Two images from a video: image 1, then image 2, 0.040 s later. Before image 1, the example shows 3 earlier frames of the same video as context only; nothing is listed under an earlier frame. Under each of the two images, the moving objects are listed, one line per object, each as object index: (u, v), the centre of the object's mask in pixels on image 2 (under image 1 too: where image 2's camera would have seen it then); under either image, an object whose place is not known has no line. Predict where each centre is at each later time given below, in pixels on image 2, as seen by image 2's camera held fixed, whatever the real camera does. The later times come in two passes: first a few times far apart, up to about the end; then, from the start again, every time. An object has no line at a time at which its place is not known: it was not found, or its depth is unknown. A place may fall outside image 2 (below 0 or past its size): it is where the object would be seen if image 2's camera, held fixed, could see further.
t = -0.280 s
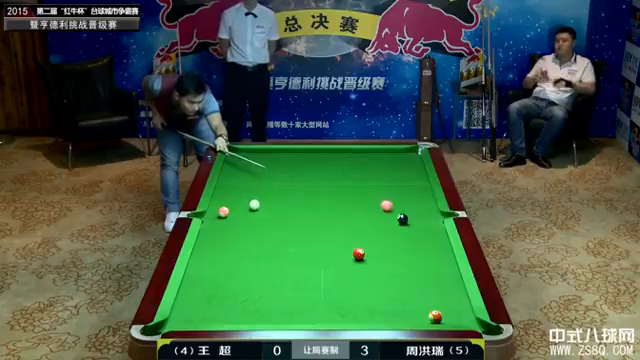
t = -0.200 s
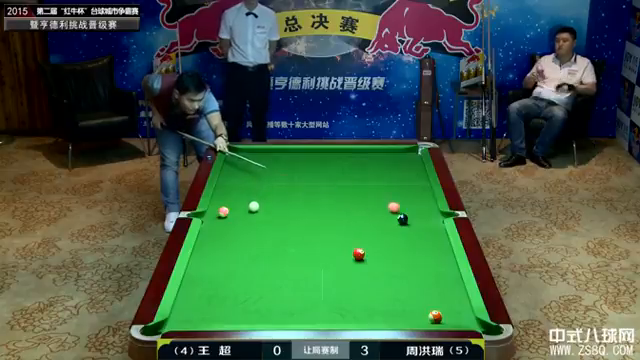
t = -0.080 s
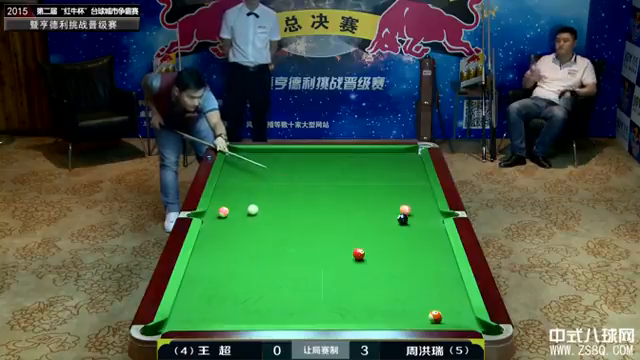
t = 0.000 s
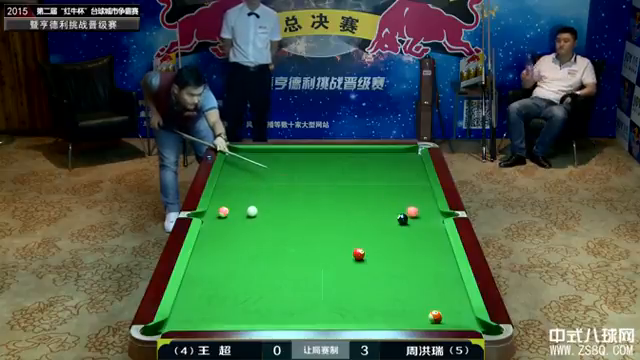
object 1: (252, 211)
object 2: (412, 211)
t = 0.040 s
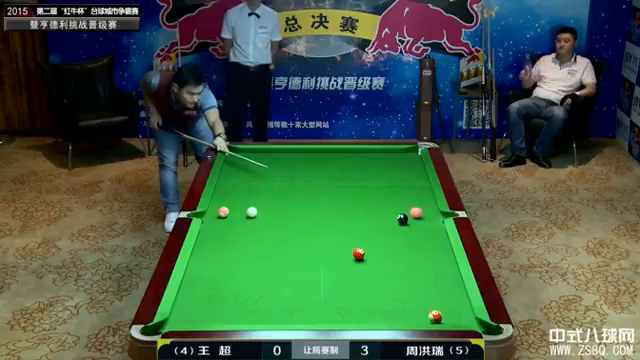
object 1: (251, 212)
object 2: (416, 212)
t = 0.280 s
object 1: (250, 217)
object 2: (437, 217)
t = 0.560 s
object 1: (248, 223)
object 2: (436, 214)
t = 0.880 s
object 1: (246, 229)
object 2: (428, 209)
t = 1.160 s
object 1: (245, 234)
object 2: (422, 205)
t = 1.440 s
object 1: (243, 239)
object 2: (417, 202)
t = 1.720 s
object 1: (241, 243)
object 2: (413, 199)
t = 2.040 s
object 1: (239, 248)
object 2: (409, 196)
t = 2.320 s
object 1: (238, 252)
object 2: (405, 194)
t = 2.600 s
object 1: (237, 255)
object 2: (403, 193)
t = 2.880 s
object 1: (236, 258)
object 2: (401, 191)
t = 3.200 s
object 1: (234, 260)
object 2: (400, 190)
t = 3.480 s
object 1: (234, 262)
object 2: (399, 189)
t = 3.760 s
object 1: (233, 263)
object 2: (398, 188)
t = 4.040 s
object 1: (233, 264)
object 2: (398, 188)
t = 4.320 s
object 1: (233, 264)
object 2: (398, 188)
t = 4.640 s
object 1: (233, 264)
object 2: (398, 188)
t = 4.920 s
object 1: (233, 264)
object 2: (398, 188)
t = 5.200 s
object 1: (233, 264)
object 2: (398, 188)
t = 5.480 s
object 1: (233, 264)
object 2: (398, 188)
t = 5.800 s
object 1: (233, 264)
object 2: (398, 188)
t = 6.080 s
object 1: (233, 264)
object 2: (398, 188)
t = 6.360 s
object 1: (233, 264)
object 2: (398, 188)
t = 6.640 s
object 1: (233, 264)
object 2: (399, 188)
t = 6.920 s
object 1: (233, 264)
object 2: (398, 188)
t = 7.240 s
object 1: (233, 264)
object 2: (398, 188)
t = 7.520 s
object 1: (233, 264)
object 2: (398, 188)
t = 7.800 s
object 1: (233, 264)
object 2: (398, 188)
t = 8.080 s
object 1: (233, 264)
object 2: (398, 188)
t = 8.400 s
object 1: (233, 264)
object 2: (398, 188)
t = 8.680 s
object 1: (233, 264)
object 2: (398, 188)
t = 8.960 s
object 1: (233, 264)
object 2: (398, 188)
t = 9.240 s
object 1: (233, 264)
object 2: (399, 188)
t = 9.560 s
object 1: (233, 264)
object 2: (399, 188)
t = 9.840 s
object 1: (233, 264)
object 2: (399, 188)
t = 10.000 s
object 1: (233, 264)
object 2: (399, 188)
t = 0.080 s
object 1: (251, 213)
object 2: (419, 213)
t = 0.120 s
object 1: (251, 213)
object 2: (423, 214)
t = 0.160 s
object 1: (250, 214)
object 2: (427, 215)
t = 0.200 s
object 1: (250, 215)
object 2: (430, 216)
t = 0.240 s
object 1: (250, 216)
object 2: (434, 217)
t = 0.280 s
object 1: (250, 217)
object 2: (437, 217)
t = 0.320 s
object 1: (249, 218)
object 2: (440, 218)
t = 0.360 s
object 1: (249, 219)
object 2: (440, 218)
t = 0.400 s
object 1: (249, 219)
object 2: (439, 217)
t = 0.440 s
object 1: (249, 220)
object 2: (438, 216)
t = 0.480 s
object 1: (248, 221)
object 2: (437, 216)
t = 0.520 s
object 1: (248, 222)
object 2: (436, 215)
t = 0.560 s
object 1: (248, 223)
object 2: (436, 214)
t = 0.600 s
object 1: (248, 224)
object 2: (434, 214)
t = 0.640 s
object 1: (247, 224)
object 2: (433, 213)
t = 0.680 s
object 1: (247, 225)
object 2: (432, 213)
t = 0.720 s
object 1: (247, 226)
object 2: (431, 212)
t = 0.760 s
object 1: (247, 227)
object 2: (430, 211)
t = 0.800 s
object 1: (246, 228)
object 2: (429, 211)
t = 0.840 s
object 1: (246, 228)
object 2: (429, 210)
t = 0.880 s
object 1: (246, 229)
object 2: (428, 209)
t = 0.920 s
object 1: (246, 230)
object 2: (427, 209)
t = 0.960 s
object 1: (246, 231)
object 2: (426, 208)
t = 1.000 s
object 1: (245, 231)
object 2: (425, 208)
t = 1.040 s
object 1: (245, 232)
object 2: (424, 207)
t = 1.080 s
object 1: (245, 233)
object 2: (424, 206)
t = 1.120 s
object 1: (245, 234)
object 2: (423, 206)
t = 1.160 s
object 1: (245, 234)
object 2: (422, 205)
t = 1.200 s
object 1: (244, 235)
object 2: (421, 205)
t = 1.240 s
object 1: (244, 236)
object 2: (421, 204)
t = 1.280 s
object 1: (244, 236)
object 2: (420, 204)
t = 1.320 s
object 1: (244, 237)
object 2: (419, 203)
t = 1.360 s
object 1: (243, 238)
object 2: (418, 203)
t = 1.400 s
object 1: (243, 238)
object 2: (418, 202)
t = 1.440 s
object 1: (243, 239)
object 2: (417, 202)
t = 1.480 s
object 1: (243, 240)
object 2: (416, 201)
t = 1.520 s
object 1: (242, 240)
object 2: (416, 201)
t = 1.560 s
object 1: (242, 241)
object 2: (415, 201)
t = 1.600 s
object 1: (242, 242)
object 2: (415, 200)
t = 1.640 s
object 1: (242, 242)
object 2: (414, 200)
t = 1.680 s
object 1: (242, 243)
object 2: (413, 199)
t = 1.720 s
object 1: (241, 243)
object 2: (413, 199)
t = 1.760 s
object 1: (241, 244)
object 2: (412, 199)
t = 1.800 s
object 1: (241, 245)
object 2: (411, 198)
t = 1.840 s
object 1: (241, 245)
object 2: (411, 198)
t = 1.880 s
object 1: (240, 246)
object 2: (411, 197)
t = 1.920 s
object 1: (240, 246)
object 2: (410, 197)
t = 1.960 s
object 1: (240, 247)
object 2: (410, 197)
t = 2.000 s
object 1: (239, 248)
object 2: (409, 196)
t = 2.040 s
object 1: (239, 248)
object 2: (409, 196)
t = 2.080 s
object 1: (239, 249)
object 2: (408, 196)
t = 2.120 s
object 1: (239, 249)
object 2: (408, 196)
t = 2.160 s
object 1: (239, 250)
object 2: (407, 195)
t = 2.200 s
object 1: (238, 250)
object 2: (407, 195)
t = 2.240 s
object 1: (238, 251)
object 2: (406, 195)
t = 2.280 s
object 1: (238, 251)
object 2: (406, 194)
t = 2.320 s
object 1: (238, 252)
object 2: (405, 194)
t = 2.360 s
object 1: (237, 252)
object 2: (405, 194)
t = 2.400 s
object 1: (237, 253)
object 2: (405, 194)
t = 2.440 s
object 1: (237, 253)
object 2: (404, 194)
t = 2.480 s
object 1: (237, 254)
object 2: (404, 193)
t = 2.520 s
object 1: (237, 254)
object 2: (403, 193)
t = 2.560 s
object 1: (237, 255)
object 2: (403, 193)
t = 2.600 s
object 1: (237, 255)
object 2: (403, 193)
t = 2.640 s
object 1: (236, 256)
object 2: (403, 192)
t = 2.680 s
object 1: (236, 256)
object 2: (402, 192)
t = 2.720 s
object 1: (236, 257)
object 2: (402, 192)
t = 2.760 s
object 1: (236, 257)
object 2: (402, 192)
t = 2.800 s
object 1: (236, 257)
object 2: (402, 192)
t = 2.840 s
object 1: (236, 257)
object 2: (401, 191)
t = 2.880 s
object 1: (236, 258)
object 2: (401, 191)
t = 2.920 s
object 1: (236, 258)
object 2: (401, 191)
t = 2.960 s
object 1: (235, 259)
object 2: (400, 191)
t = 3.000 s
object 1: (235, 259)
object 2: (400, 191)
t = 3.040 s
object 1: (235, 259)
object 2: (400, 191)
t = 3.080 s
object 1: (235, 260)
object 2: (400, 190)
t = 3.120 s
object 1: (235, 260)
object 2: (400, 190)
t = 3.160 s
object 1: (235, 260)
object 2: (400, 190)
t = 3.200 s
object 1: (234, 260)
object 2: (400, 190)
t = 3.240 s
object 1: (234, 261)
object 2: (399, 190)
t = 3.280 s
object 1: (234, 261)
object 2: (399, 190)
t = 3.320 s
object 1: (234, 261)
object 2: (399, 189)
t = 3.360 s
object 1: (234, 261)
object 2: (399, 189)
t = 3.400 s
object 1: (234, 262)
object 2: (399, 189)
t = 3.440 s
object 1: (234, 262)
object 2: (399, 189)
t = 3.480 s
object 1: (234, 262)
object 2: (399, 189)
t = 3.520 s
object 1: (234, 262)
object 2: (399, 189)
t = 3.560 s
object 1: (233, 263)
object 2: (399, 189)
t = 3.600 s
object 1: (233, 263)
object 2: (399, 189)
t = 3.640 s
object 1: (233, 263)
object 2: (399, 189)
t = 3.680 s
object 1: (233, 263)
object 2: (399, 189)
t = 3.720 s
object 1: (233, 263)
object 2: (399, 189)
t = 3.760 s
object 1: (233, 263)
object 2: (398, 188)
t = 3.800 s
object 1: (233, 263)
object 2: (398, 188)
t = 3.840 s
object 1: (233, 264)
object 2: (398, 188)
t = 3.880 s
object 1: (233, 264)
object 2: (398, 188)
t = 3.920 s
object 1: (233, 264)
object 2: (398, 188)
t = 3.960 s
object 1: (233, 264)
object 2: (398, 188)
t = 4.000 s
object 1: (233, 264)
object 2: (398, 188)
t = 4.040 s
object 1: (233, 264)
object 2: (398, 188)
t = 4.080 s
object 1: (233, 264)
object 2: (398, 188)
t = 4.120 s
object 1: (233, 264)
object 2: (398, 188)
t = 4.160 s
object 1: (233, 264)
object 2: (398, 188)
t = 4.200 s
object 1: (233, 264)
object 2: (398, 188)
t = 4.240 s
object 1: (233, 264)
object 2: (398, 188)
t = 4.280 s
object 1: (233, 264)
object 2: (398, 188)
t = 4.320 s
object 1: (233, 264)
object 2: (398, 188)
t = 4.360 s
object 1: (233, 264)
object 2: (398, 188)
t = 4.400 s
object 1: (233, 264)
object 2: (398, 188)
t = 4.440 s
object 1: (233, 264)
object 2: (398, 188)
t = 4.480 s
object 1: (233, 264)
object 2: (398, 188)
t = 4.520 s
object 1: (233, 264)
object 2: (398, 188)
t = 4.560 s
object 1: (233, 264)
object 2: (398, 188)
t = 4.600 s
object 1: (233, 264)
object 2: (398, 188)
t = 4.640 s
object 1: (233, 264)
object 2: (398, 188)
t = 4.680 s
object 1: (233, 264)
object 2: (398, 188)
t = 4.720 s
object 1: (233, 264)
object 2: (398, 188)
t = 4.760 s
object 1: (233, 264)
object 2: (398, 188)
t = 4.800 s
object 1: (233, 264)
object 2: (398, 188)
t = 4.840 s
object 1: (233, 264)
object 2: (398, 188)
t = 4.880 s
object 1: (233, 264)
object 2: (398, 188)
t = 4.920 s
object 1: (233, 264)
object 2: (398, 188)
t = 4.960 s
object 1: (233, 264)
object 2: (398, 188)
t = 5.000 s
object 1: (233, 264)
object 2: (398, 188)
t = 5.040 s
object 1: (234, 264)
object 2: (398, 188)
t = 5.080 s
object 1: (233, 264)
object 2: (398, 188)
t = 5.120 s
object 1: (233, 264)
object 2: (398, 188)
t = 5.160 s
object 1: (233, 264)
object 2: (398, 188)
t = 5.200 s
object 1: (233, 264)
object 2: (398, 188)
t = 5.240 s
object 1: (233, 264)
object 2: (398, 188)
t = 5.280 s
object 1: (233, 264)
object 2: (398, 188)
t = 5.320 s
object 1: (233, 264)
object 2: (398, 188)
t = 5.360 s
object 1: (233, 264)
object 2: (398, 188)
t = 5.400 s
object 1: (233, 264)
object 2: (398, 188)
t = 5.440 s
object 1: (233, 264)
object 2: (398, 188)
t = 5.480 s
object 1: (233, 264)
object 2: (398, 188)
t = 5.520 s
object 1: (233, 264)
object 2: (398, 188)
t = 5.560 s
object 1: (233, 264)
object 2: (398, 188)
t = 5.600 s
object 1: (233, 264)
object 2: (398, 188)
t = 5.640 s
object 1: (233, 264)
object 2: (398, 188)
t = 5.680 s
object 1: (233, 264)
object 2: (398, 188)
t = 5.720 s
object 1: (233, 264)
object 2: (398, 188)
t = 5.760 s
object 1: (233, 264)
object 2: (398, 188)
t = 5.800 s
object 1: (233, 264)
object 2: (398, 188)
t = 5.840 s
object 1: (233, 264)
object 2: (398, 188)
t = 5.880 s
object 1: (233, 264)
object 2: (398, 188)
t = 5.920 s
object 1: (233, 264)
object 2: (398, 188)
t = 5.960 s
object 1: (233, 264)
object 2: (398, 188)
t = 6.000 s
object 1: (233, 264)
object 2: (398, 188)
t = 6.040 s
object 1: (233, 264)
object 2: (398, 188)
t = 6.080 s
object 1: (233, 264)
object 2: (398, 188)
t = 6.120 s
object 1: (233, 264)
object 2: (398, 188)
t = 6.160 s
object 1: (233, 264)
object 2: (398, 188)
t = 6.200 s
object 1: (233, 264)
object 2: (398, 188)
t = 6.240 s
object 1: (233, 264)
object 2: (398, 188)
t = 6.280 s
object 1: (233, 264)
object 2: (398, 188)
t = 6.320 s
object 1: (233, 264)
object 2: (398, 188)
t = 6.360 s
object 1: (233, 264)
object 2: (398, 188)
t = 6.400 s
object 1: (233, 264)
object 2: (398, 188)
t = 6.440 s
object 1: (233, 264)
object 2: (398, 188)
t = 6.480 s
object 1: (233, 264)
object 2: (398, 188)
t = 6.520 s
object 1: (233, 264)
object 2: (398, 188)
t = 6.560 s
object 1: (233, 264)
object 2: (398, 188)
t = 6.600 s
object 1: (233, 264)
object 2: (399, 188)
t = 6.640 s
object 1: (233, 264)
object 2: (399, 188)
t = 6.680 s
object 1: (233, 264)
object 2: (399, 188)
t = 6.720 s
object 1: (233, 264)
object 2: (399, 188)
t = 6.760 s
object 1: (233, 264)
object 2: (399, 188)
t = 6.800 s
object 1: (233, 264)
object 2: (399, 188)
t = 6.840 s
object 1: (233, 264)
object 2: (398, 188)
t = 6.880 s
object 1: (233, 264)
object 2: (398, 188)
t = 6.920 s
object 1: (233, 264)
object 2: (398, 188)
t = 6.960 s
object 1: (233, 264)
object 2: (398, 188)
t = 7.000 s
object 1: (233, 264)
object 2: (398, 188)
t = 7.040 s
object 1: (233, 264)
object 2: (398, 188)
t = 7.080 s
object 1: (233, 264)
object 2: (398, 188)
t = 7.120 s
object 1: (233, 264)
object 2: (398, 188)
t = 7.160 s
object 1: (233, 264)
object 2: (398, 188)
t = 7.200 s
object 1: (233, 264)
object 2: (399, 188)
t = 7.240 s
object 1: (233, 264)
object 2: (398, 188)
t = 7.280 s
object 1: (233, 264)
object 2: (398, 188)
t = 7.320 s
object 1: (233, 264)
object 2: (398, 188)
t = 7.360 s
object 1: (233, 264)
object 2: (398, 188)
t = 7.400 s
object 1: (233, 264)
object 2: (398, 188)
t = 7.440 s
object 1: (233, 264)
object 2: (398, 188)
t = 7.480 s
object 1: (233, 264)
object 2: (398, 188)
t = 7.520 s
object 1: (233, 264)
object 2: (398, 188)
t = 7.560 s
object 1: (233, 264)
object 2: (398, 188)
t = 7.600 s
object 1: (233, 264)
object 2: (398, 188)
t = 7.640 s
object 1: (233, 264)
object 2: (398, 188)
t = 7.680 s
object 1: (233, 264)
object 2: (398, 188)
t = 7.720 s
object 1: (233, 264)
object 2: (398, 188)
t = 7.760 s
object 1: (233, 264)
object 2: (398, 188)
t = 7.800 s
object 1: (233, 264)
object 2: (398, 188)
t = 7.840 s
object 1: (233, 264)
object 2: (398, 188)
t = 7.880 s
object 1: (233, 264)
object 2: (398, 188)
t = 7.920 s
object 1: (233, 264)
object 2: (398, 188)
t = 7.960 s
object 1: (233, 264)
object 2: (398, 188)
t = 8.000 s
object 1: (233, 264)
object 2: (398, 188)
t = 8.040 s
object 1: (233, 264)
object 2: (398, 188)
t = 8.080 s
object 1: (233, 264)
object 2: (398, 188)
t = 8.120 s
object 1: (233, 264)
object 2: (398, 188)
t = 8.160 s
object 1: (233, 264)
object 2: (398, 188)
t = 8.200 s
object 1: (233, 264)
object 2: (398, 188)
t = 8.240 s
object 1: (233, 264)
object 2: (398, 188)
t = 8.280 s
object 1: (233, 264)
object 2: (398, 188)
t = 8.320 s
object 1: (233, 264)
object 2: (398, 188)
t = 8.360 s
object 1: (233, 264)
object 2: (398, 188)
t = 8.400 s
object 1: (233, 264)
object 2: (398, 188)
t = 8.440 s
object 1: (233, 264)
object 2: (398, 188)
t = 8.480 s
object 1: (233, 264)
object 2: (398, 188)
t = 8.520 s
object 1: (233, 264)
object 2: (398, 188)
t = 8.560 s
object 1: (233, 264)
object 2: (398, 188)
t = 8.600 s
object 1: (233, 264)
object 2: (398, 188)
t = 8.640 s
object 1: (233, 264)
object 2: (398, 188)
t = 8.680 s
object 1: (233, 264)
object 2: (398, 188)
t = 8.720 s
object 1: (233, 264)
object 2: (398, 188)
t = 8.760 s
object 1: (233, 264)
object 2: (398, 188)
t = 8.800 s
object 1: (233, 264)
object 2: (398, 188)
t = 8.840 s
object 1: (233, 264)
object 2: (398, 188)
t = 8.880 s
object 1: (233, 264)
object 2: (398, 188)
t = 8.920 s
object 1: (233, 264)
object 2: (398, 188)
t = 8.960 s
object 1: (233, 264)
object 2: (398, 188)
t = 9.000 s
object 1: (233, 264)
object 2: (398, 188)
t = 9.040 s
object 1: (233, 264)
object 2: (398, 188)
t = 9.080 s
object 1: (233, 264)
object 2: (398, 188)
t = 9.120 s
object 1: (233, 264)
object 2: (398, 188)
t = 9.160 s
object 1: (233, 264)
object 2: (399, 188)
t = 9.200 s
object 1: (233, 264)
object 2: (398, 188)
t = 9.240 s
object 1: (233, 264)
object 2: (399, 188)
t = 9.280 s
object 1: (233, 264)
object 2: (398, 188)
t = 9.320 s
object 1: (233, 264)
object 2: (399, 188)
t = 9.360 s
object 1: (233, 264)
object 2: (398, 188)
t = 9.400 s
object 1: (233, 264)
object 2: (399, 188)
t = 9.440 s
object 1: (233, 264)
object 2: (399, 188)
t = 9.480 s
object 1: (233, 264)
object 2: (399, 188)
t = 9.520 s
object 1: (233, 264)
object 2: (398, 188)
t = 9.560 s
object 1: (233, 264)
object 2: (399, 188)
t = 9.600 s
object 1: (233, 264)
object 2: (398, 188)
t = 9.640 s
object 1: (233, 264)
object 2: (398, 188)
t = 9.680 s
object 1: (233, 264)
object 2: (399, 188)
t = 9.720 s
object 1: (233, 264)
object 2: (399, 188)
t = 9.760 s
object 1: (233, 264)
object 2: (399, 188)
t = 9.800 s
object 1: (233, 264)
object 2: (399, 188)
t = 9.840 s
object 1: (233, 264)
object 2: (399, 188)
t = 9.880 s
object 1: (233, 264)
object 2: (398, 188)
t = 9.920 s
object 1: (233, 264)
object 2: (399, 188)
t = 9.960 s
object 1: (233, 264)
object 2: (399, 188)
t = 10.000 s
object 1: (233, 264)
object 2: (399, 188)
